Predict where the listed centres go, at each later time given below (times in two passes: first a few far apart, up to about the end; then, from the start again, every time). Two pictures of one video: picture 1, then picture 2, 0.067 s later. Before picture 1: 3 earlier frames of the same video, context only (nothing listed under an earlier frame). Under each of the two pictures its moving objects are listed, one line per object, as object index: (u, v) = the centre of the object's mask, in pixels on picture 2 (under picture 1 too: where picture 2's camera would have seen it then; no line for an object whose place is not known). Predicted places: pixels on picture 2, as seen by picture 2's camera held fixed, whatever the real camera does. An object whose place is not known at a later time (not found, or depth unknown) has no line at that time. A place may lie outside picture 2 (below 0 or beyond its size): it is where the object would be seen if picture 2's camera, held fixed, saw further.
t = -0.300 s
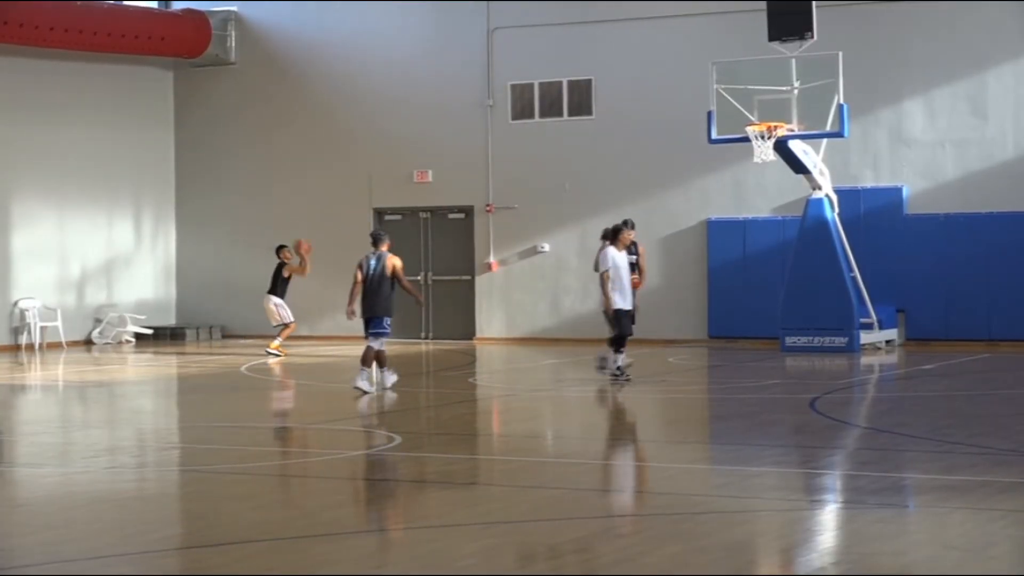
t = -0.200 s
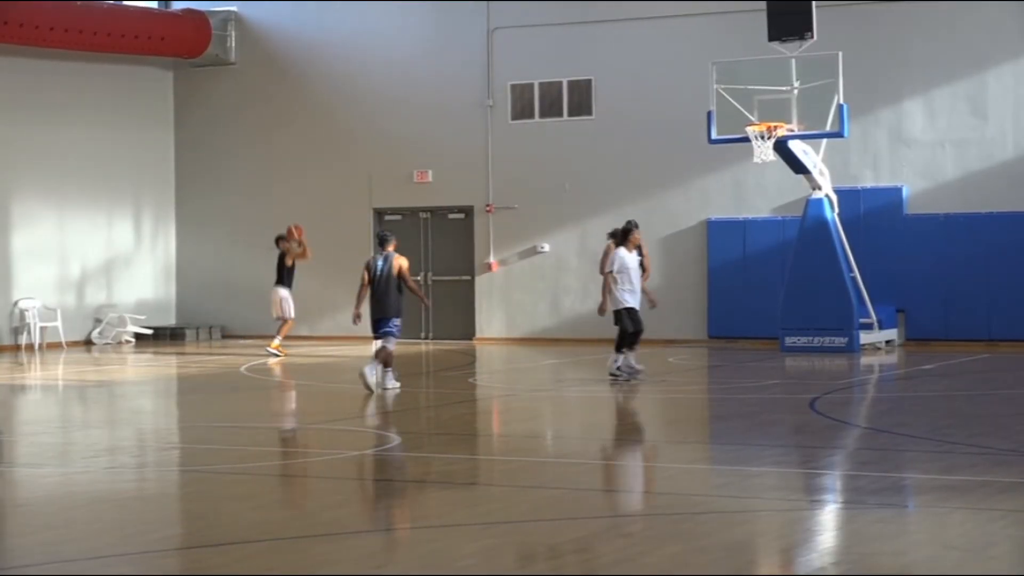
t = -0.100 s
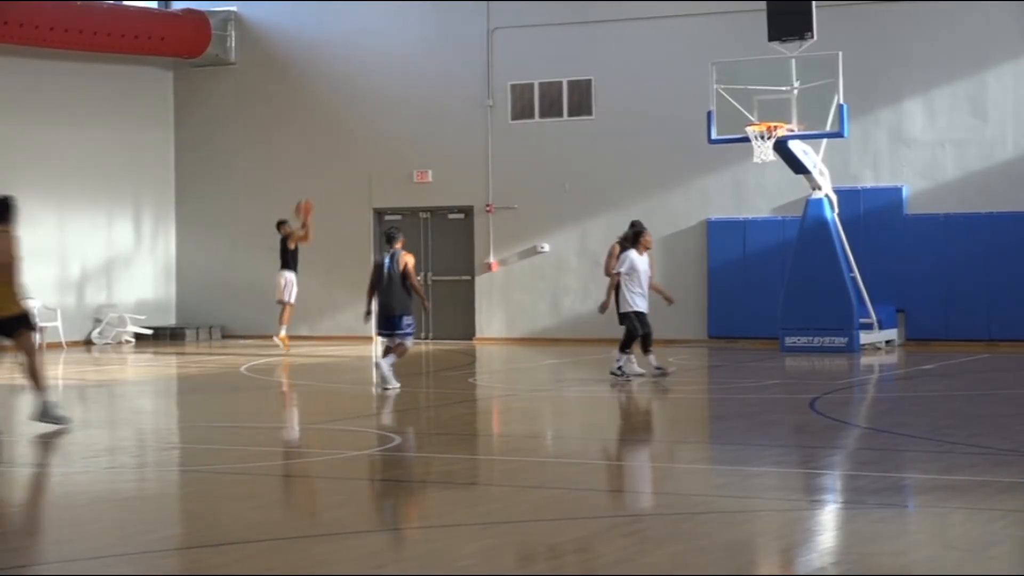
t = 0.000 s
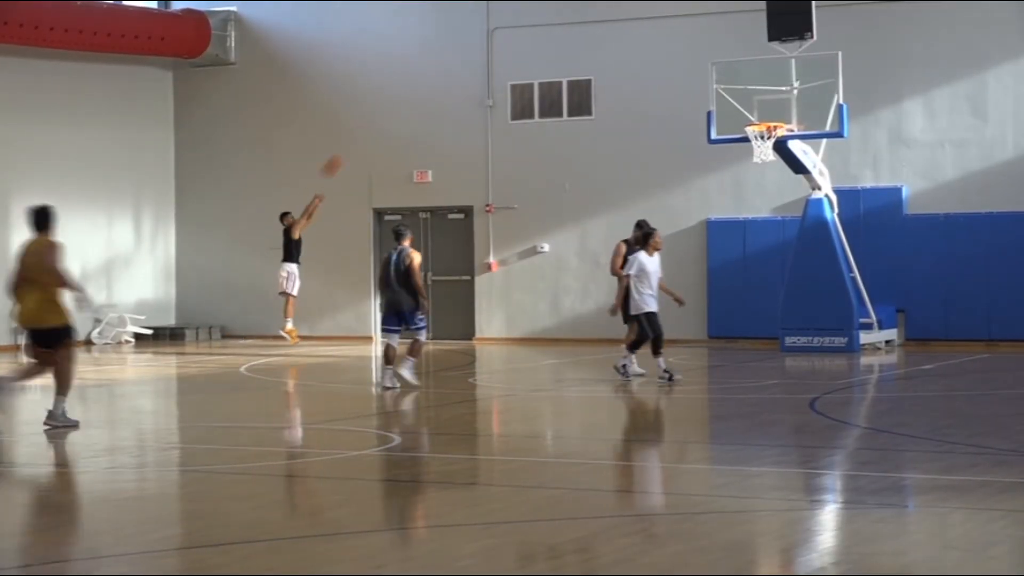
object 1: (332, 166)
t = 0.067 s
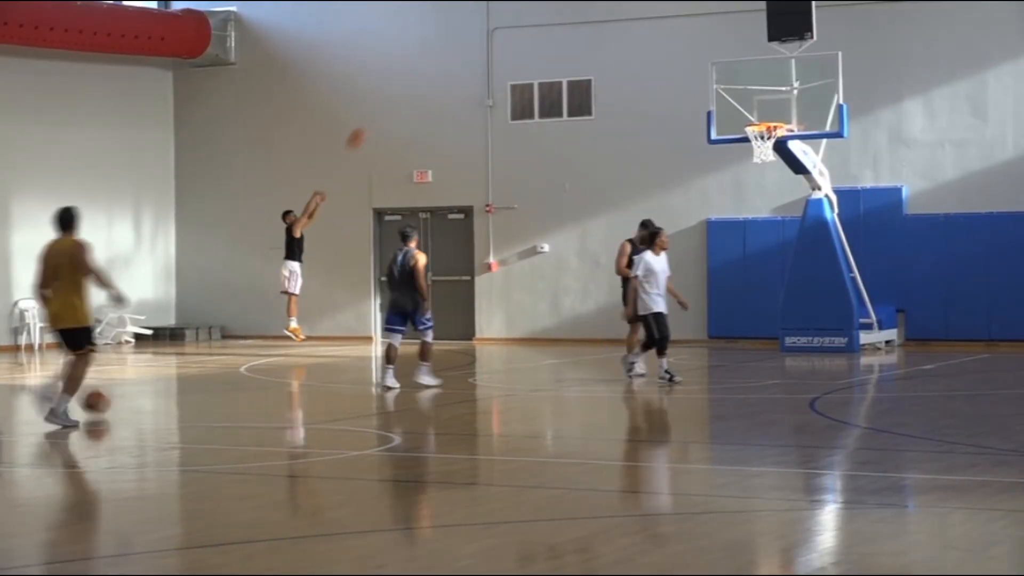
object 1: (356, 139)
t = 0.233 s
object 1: (418, 81)
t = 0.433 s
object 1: (490, 37)
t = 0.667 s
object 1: (575, 21)
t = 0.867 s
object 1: (649, 38)
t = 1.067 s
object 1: (724, 83)
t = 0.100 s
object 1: (369, 125)
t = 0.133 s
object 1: (381, 113)
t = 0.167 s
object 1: (393, 102)
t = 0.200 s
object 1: (406, 91)
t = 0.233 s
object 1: (418, 81)
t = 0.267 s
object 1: (430, 72)
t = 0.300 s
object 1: (442, 63)
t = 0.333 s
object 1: (454, 55)
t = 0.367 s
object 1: (466, 48)
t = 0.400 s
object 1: (477, 42)
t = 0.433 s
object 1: (490, 37)
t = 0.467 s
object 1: (502, 32)
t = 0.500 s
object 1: (514, 28)
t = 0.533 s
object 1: (526, 25)
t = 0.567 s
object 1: (538, 23)
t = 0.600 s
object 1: (550, 22)
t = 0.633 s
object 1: (563, 21)
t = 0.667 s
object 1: (575, 21)
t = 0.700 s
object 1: (587, 22)
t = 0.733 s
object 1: (599, 23)
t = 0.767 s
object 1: (612, 26)
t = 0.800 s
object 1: (624, 29)
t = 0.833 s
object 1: (637, 33)
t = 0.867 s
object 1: (649, 38)
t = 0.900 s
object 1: (662, 43)
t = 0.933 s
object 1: (674, 49)
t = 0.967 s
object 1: (686, 57)
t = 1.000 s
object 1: (699, 65)
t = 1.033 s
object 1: (711, 73)
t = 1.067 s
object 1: (724, 83)
